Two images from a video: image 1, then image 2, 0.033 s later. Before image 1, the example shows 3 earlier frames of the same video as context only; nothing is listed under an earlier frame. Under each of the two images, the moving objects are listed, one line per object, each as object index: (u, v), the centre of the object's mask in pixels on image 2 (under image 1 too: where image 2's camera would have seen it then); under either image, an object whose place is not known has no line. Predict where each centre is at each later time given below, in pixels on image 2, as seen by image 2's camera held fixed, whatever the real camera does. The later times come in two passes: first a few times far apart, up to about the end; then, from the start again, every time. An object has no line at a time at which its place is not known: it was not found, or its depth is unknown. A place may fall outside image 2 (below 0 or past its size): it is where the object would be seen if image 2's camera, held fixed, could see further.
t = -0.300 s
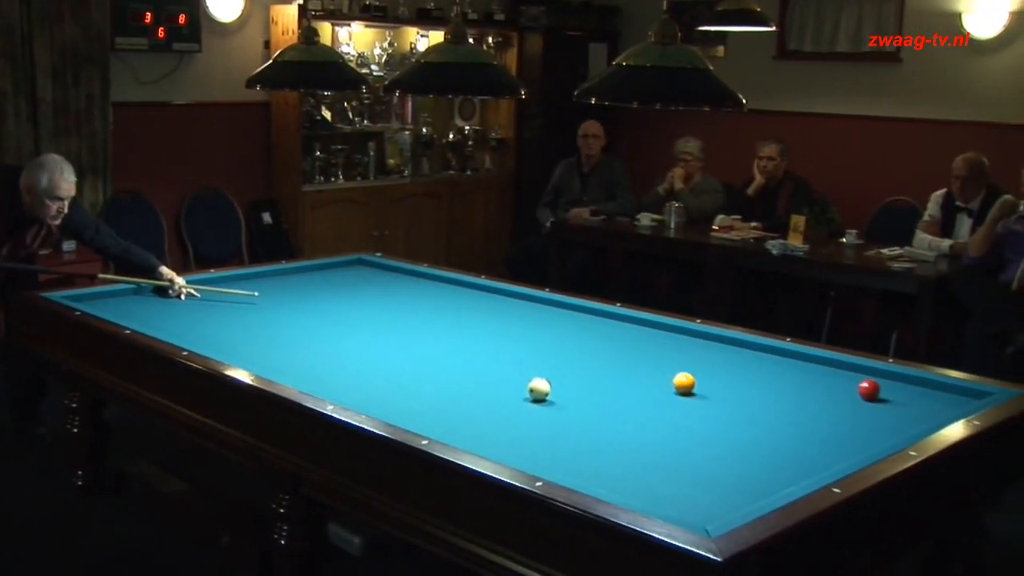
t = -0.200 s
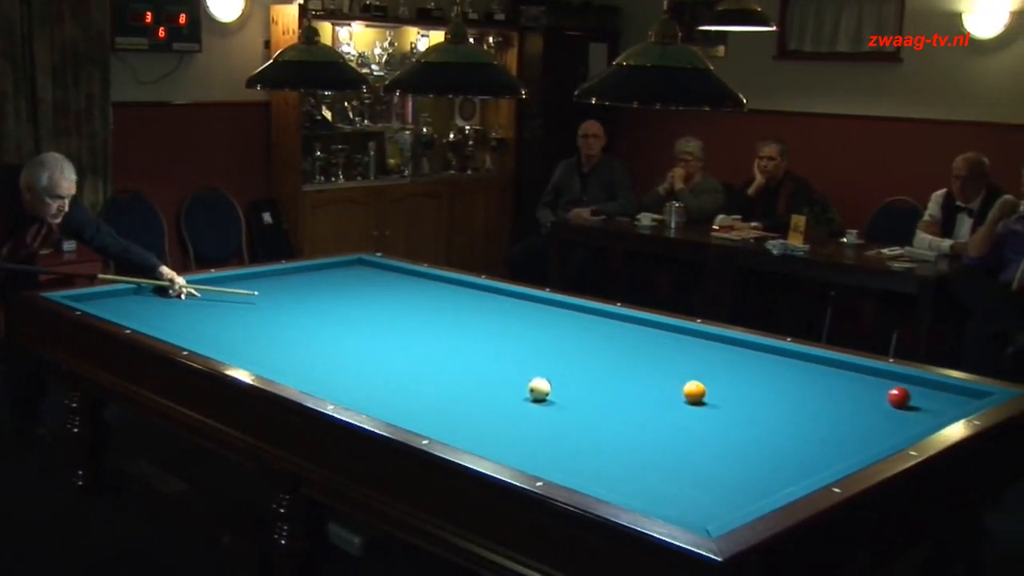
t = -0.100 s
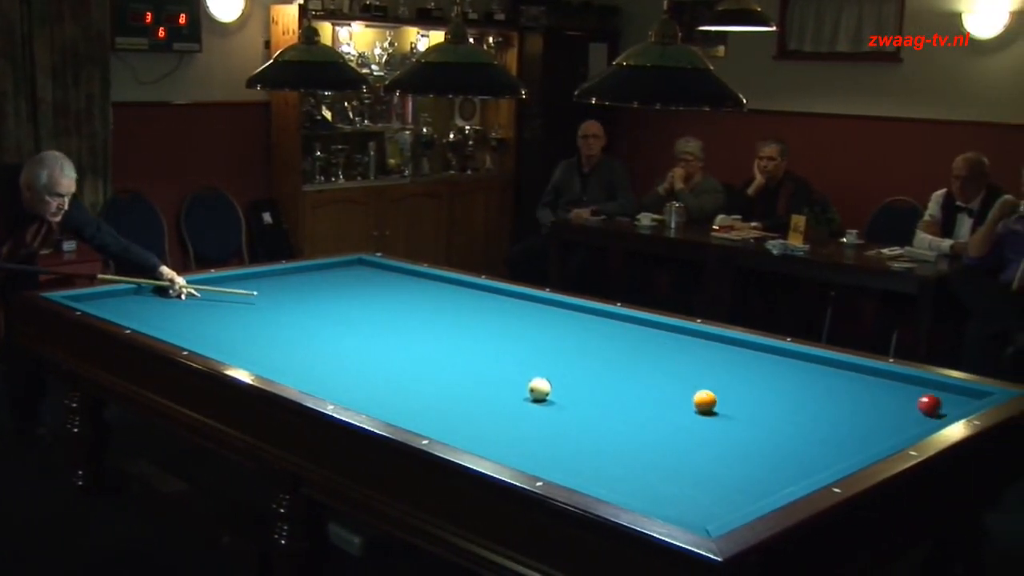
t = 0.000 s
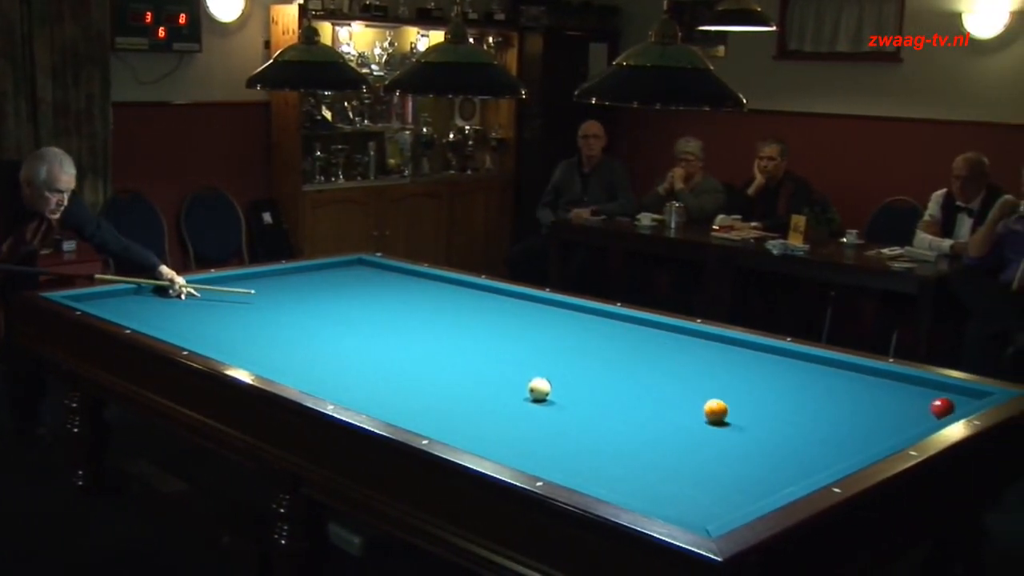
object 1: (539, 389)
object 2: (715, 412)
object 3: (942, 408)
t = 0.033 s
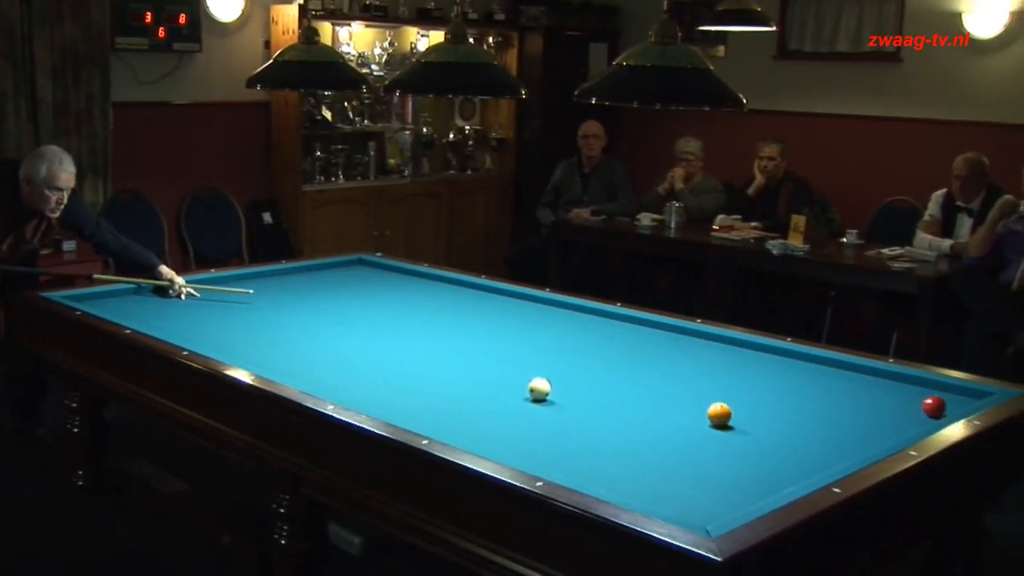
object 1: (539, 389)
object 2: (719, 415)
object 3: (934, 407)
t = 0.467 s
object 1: (539, 389)
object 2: (775, 465)
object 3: (854, 389)
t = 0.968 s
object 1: (540, 389)
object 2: (681, 483)
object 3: (776, 373)
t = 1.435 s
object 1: (539, 389)
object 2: (585, 471)
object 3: (712, 359)
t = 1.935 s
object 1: (539, 389)
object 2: (562, 437)
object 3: (652, 346)
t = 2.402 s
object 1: (539, 388)
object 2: (545, 411)
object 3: (603, 336)
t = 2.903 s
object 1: (543, 382)
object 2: (528, 393)
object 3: (557, 326)
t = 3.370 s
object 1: (546, 373)
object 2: (511, 388)
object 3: (520, 318)
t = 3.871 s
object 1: (550, 364)
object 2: (497, 383)
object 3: (484, 310)
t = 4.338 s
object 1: (553, 356)
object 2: (487, 379)
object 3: (455, 304)
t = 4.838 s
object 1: (556, 349)
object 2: (478, 376)
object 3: (428, 298)
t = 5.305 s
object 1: (559, 344)
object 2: (472, 374)
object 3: (405, 293)
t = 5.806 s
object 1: (562, 339)
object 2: (467, 373)
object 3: (384, 289)
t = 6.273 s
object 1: (564, 336)
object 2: (467, 373)
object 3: (366, 285)
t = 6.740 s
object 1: (566, 333)
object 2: (466, 372)
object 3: (350, 281)
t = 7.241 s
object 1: (568, 331)
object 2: (467, 372)
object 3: (336, 279)
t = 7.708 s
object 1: (569, 330)
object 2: (467, 372)
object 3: (324, 276)
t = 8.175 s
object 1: (570, 329)
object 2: (467, 372)
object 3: (314, 274)
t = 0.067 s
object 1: (539, 389)
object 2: (723, 419)
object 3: (926, 405)
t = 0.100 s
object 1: (539, 389)
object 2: (727, 422)
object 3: (919, 404)
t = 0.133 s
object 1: (539, 389)
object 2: (731, 426)
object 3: (913, 402)
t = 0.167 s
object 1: (539, 389)
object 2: (735, 429)
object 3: (907, 401)
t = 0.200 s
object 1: (539, 389)
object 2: (739, 433)
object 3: (901, 400)
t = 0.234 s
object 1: (539, 389)
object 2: (744, 437)
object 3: (895, 398)
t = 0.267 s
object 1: (539, 389)
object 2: (748, 441)
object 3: (889, 397)
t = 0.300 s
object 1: (539, 389)
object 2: (752, 444)
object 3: (883, 396)
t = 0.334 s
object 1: (539, 389)
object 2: (757, 449)
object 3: (877, 395)
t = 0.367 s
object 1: (539, 389)
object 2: (761, 452)
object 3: (871, 393)
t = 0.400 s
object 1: (539, 389)
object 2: (766, 456)
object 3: (865, 392)
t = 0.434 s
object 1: (539, 389)
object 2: (770, 460)
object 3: (860, 391)
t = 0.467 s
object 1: (539, 389)
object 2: (775, 465)
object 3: (854, 389)
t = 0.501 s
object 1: (539, 389)
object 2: (780, 469)
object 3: (848, 388)
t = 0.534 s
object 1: (539, 389)
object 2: (785, 473)
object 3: (843, 387)
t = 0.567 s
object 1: (539, 389)
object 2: (789, 476)
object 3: (837, 386)
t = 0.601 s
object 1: (539, 389)
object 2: (791, 478)
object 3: (832, 385)
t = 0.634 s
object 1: (539, 389)
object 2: (780, 480)
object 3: (826, 384)
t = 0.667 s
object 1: (539, 389)
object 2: (769, 481)
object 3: (821, 383)
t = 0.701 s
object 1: (539, 389)
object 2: (759, 482)
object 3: (816, 382)
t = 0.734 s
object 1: (539, 389)
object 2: (749, 481)
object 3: (811, 380)
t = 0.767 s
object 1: (539, 389)
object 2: (740, 482)
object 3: (806, 379)
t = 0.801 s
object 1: (539, 389)
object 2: (730, 482)
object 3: (801, 378)
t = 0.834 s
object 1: (539, 389)
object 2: (720, 482)
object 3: (795, 377)
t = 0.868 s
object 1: (539, 389)
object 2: (711, 482)
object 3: (790, 376)
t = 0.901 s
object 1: (540, 389)
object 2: (701, 483)
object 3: (785, 375)
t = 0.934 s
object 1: (540, 389)
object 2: (691, 483)
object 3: (781, 374)
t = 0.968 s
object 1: (540, 389)
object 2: (681, 483)
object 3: (776, 373)
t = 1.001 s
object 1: (539, 389)
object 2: (671, 483)
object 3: (770, 371)
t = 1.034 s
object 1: (539, 389)
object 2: (661, 483)
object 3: (766, 371)
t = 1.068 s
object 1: (539, 389)
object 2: (651, 484)
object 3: (761, 369)
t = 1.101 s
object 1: (539, 389)
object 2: (642, 484)
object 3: (756, 368)
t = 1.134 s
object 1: (539, 389)
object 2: (632, 484)
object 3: (752, 368)
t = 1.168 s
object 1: (539, 389)
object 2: (622, 483)
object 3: (747, 367)
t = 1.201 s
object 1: (539, 389)
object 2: (613, 482)
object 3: (743, 366)
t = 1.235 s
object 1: (539, 389)
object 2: (604, 481)
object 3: (738, 365)
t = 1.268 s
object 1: (539, 389)
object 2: (595, 480)
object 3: (734, 363)
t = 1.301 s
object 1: (539, 389)
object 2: (592, 478)
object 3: (729, 363)
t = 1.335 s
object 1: (539, 389)
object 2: (590, 476)
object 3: (725, 362)
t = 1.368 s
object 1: (539, 389)
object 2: (588, 475)
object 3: (720, 361)
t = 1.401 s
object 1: (539, 389)
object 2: (586, 473)
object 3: (716, 360)
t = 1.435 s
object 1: (539, 389)
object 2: (585, 471)
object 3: (712, 359)
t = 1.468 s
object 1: (539, 388)
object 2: (583, 469)
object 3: (707, 358)
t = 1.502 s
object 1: (539, 389)
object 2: (581, 467)
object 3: (703, 357)
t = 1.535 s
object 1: (539, 389)
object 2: (580, 465)
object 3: (699, 356)
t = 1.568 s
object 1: (539, 389)
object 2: (578, 462)
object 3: (695, 355)
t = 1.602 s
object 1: (539, 389)
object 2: (577, 460)
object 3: (691, 354)
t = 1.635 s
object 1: (539, 389)
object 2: (575, 457)
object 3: (686, 354)
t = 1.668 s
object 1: (539, 388)
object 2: (574, 455)
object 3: (683, 353)
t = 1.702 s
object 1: (539, 389)
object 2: (572, 452)
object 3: (679, 352)
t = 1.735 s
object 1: (539, 388)
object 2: (571, 450)
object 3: (675, 351)
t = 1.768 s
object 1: (539, 388)
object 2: (569, 448)
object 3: (671, 350)
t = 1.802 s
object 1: (539, 389)
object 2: (568, 446)
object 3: (667, 349)
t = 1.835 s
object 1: (539, 388)
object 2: (566, 444)
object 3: (663, 349)
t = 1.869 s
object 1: (539, 389)
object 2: (565, 442)
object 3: (660, 348)
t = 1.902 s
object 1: (539, 388)
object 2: (564, 439)
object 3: (656, 347)
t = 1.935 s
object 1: (539, 389)
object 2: (562, 437)
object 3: (652, 346)
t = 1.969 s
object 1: (539, 389)
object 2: (561, 435)
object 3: (648, 345)
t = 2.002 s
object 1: (539, 388)
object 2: (560, 433)
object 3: (644, 345)
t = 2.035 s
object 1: (539, 389)
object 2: (558, 432)
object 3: (641, 344)
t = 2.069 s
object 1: (539, 389)
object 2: (557, 430)
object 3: (637, 343)
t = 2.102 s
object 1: (539, 389)
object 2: (556, 427)
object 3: (634, 343)
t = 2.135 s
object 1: (539, 388)
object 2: (555, 426)
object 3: (630, 342)
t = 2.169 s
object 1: (539, 389)
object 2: (553, 424)
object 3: (627, 341)
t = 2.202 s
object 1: (540, 388)
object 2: (552, 422)
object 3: (623, 340)
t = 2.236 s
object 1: (540, 388)
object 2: (551, 420)
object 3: (620, 339)
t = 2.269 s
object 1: (540, 388)
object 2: (550, 418)
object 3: (617, 339)
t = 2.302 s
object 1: (540, 388)
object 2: (549, 416)
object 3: (613, 338)
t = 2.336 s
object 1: (539, 388)
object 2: (548, 415)
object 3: (610, 337)
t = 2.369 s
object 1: (539, 388)
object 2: (546, 413)
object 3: (606, 336)
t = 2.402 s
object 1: (539, 388)
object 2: (545, 411)
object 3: (603, 336)
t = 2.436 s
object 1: (539, 387)
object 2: (544, 409)
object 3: (600, 335)
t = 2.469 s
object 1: (539, 387)
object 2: (543, 408)
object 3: (597, 334)
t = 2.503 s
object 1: (539, 386)
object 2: (542, 406)
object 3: (594, 334)
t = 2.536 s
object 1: (539, 386)
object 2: (541, 404)
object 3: (590, 333)
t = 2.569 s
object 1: (539, 385)
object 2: (540, 403)
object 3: (587, 332)
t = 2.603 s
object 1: (540, 384)
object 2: (539, 401)
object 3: (584, 332)
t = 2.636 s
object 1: (540, 384)
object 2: (538, 400)
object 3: (581, 331)
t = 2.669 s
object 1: (541, 384)
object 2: (537, 398)
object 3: (578, 330)
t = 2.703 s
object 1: (541, 384)
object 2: (536, 396)
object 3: (575, 330)
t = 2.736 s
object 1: (543, 384)
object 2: (535, 396)
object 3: (572, 329)
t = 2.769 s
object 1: (543, 383)
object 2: (533, 396)
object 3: (569, 329)
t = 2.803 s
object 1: (543, 383)
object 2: (532, 395)
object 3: (566, 328)
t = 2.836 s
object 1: (543, 383)
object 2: (531, 394)
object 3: (563, 327)
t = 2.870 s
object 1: (543, 383)
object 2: (529, 394)
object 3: (560, 327)
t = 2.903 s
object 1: (543, 382)
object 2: (528, 393)
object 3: (557, 326)
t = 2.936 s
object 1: (543, 382)
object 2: (527, 393)
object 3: (554, 325)
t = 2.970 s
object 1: (543, 381)
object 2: (526, 392)
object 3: (552, 325)
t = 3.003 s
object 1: (543, 381)
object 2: (524, 392)
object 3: (549, 324)
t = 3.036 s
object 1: (543, 380)
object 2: (523, 391)
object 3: (546, 323)
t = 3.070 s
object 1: (543, 380)
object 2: (522, 391)
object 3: (543, 323)
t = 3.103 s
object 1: (543, 379)
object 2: (520, 391)
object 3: (541, 322)
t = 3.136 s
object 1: (544, 378)
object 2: (519, 391)
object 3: (538, 322)
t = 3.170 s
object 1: (544, 377)
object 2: (518, 390)
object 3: (535, 321)
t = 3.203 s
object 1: (544, 376)
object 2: (517, 390)
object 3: (532, 321)
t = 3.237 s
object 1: (545, 376)
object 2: (516, 389)
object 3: (530, 320)
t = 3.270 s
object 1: (545, 375)
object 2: (514, 389)
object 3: (527, 320)
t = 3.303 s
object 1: (545, 374)
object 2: (513, 388)
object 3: (525, 319)
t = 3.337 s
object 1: (546, 374)
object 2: (512, 388)
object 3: (522, 318)
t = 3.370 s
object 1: (546, 373)
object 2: (511, 388)
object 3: (520, 318)
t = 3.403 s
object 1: (546, 372)
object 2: (510, 388)
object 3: (517, 317)
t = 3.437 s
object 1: (547, 372)
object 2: (509, 387)
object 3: (515, 317)
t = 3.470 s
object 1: (547, 371)
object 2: (508, 387)
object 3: (512, 316)
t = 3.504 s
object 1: (547, 370)
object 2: (507, 386)
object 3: (510, 316)
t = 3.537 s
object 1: (547, 370)
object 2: (506, 386)
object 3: (507, 315)
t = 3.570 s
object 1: (548, 369)
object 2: (505, 386)
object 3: (505, 315)
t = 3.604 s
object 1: (548, 368)
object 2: (504, 385)
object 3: (503, 314)
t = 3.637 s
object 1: (548, 368)
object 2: (503, 385)
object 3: (500, 314)
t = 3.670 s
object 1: (549, 367)
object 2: (502, 385)
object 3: (498, 313)
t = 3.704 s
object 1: (549, 366)
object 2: (501, 384)
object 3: (495, 313)
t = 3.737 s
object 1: (549, 366)
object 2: (500, 384)
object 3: (493, 312)
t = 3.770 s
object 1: (549, 365)
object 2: (500, 384)
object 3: (491, 312)
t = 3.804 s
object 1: (549, 365)
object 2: (499, 383)
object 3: (488, 311)
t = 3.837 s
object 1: (549, 364)
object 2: (498, 383)
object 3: (486, 311)
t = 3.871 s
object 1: (550, 364)
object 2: (497, 383)
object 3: (484, 310)
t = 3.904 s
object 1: (550, 363)
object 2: (496, 382)
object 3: (482, 310)
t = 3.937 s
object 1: (550, 362)
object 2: (495, 382)
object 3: (480, 309)
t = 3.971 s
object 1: (551, 362)
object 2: (494, 382)
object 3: (478, 309)
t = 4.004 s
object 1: (551, 361)
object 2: (494, 381)
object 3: (476, 308)
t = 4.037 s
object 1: (551, 361)
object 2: (493, 381)
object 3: (474, 308)
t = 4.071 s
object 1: (551, 360)
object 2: (492, 381)
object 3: (471, 307)
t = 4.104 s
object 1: (552, 360)
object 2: (491, 381)
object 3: (469, 307)
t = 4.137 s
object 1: (552, 359)
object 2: (490, 380)
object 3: (467, 307)
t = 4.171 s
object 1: (552, 358)
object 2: (490, 380)
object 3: (465, 306)
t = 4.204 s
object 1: (552, 358)
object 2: (489, 380)
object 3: (463, 306)
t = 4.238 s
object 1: (553, 357)
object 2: (488, 380)
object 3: (461, 305)
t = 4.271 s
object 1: (553, 357)
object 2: (488, 379)
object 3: (459, 305)
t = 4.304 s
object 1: (553, 356)
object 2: (487, 379)
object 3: (457, 305)
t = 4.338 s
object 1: (553, 356)
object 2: (487, 379)
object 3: (455, 304)
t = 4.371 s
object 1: (553, 355)
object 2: (486, 379)
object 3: (454, 304)
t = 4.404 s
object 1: (554, 355)
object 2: (485, 378)
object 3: (451, 303)
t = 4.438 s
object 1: (554, 354)
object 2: (485, 378)
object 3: (449, 303)
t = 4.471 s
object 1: (554, 354)
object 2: (484, 378)
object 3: (448, 302)
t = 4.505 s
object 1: (554, 353)
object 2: (483, 378)
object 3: (446, 302)
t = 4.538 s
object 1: (555, 353)
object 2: (483, 378)
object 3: (444, 302)
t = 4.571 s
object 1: (555, 352)
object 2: (482, 377)
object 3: (442, 301)
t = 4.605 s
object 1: (555, 352)
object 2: (482, 377)
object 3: (440, 301)
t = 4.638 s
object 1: (555, 352)
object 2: (481, 377)
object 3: (438, 300)
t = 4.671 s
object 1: (555, 351)
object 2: (480, 377)
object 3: (437, 300)
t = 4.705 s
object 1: (556, 351)
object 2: (480, 376)
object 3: (435, 299)
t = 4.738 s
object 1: (556, 350)
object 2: (479, 376)
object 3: (433, 299)
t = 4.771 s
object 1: (556, 350)
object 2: (479, 376)
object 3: (431, 299)
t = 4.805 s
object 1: (556, 349)
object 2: (478, 376)
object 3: (430, 298)
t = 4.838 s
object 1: (556, 349)
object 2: (478, 376)
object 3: (428, 298)
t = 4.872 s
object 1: (556, 349)
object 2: (477, 375)
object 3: (426, 298)
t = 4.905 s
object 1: (557, 348)
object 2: (477, 375)
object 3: (425, 297)
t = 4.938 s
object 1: (557, 348)
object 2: (476, 375)
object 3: (423, 297)
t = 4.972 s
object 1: (557, 347)
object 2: (476, 375)
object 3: (421, 297)
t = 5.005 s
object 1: (557, 347)
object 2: (476, 375)
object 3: (419, 296)
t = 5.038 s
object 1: (558, 347)
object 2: (475, 375)
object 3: (418, 296)
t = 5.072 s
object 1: (558, 346)
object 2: (475, 375)
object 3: (416, 295)
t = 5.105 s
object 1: (558, 346)
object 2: (474, 375)
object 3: (414, 295)
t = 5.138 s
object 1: (558, 345)
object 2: (474, 374)
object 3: (413, 295)
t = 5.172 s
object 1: (558, 345)
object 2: (473, 374)
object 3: (411, 294)
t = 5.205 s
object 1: (558, 345)
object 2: (473, 374)
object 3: (410, 294)
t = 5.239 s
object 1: (559, 344)
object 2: (472, 374)
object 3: (408, 293)
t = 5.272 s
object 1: (559, 344)
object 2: (472, 374)
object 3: (407, 293)
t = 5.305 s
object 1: (559, 344)
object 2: (472, 374)
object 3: (405, 293)
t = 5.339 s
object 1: (559, 343)
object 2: (472, 374)
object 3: (404, 292)
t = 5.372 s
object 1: (559, 343)
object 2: (471, 374)
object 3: (402, 292)
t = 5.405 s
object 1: (560, 343)
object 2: (471, 374)
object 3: (400, 292)
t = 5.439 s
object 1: (560, 342)
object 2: (470, 373)
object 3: (399, 292)
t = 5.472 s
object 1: (560, 342)
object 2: (470, 373)
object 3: (397, 291)
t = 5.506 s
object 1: (560, 342)
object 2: (470, 373)
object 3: (396, 291)
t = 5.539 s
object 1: (560, 341)
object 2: (469, 373)
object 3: (394, 291)
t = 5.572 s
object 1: (561, 341)
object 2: (469, 373)
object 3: (393, 291)
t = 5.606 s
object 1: (561, 341)
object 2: (469, 373)
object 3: (391, 290)
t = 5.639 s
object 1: (561, 340)
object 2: (469, 373)
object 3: (390, 290)
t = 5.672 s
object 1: (561, 340)
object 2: (468, 373)
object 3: (389, 290)
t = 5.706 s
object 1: (561, 340)
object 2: (468, 373)
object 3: (387, 289)
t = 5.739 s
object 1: (562, 340)
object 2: (468, 373)
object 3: (386, 289)
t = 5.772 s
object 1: (562, 339)
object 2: (468, 373)
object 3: (384, 289)
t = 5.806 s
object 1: (562, 339)
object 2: (467, 373)
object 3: (384, 289)
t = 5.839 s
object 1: (562, 339)
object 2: (467, 373)
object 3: (382, 288)
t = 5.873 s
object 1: (562, 338)
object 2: (467, 373)
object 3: (380, 288)
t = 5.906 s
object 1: (562, 338)
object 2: (467, 373)
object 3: (379, 288)
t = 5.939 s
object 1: (563, 338)
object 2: (467, 373)
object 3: (378, 288)
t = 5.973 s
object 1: (563, 338)
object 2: (467, 373)
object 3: (377, 287)
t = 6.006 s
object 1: (563, 337)
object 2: (467, 373)
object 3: (376, 287)
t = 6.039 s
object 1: (563, 337)
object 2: (467, 373)
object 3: (374, 287)
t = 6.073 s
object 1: (563, 337)
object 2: (467, 373)
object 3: (373, 287)
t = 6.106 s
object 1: (563, 337)
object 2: (467, 373)
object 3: (371, 286)
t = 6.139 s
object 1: (564, 336)
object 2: (467, 373)
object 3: (371, 286)
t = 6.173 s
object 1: (564, 336)
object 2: (467, 373)
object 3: (369, 286)
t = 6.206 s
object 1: (564, 336)
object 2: (467, 372)
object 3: (368, 285)
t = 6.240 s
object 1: (564, 336)
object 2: (467, 372)
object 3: (367, 285)
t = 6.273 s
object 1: (564, 336)
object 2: (467, 373)
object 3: (366, 285)
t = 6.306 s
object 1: (564, 335)
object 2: (467, 372)
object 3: (365, 285)
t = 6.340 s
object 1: (564, 335)
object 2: (467, 372)
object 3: (363, 284)
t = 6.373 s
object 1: (564, 335)
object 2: (466, 372)
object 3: (362, 284)
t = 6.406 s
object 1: (564, 335)
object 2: (467, 372)
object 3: (361, 284)
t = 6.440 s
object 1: (564, 334)
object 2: (466, 372)
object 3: (360, 283)
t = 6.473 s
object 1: (565, 334)
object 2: (466, 372)
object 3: (359, 283)
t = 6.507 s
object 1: (565, 334)
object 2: (466, 372)
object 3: (357, 283)
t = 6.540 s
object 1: (565, 334)
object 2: (466, 372)
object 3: (356, 283)
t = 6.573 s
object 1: (565, 334)
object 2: (466, 372)
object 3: (355, 282)
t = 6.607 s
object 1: (565, 334)
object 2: (466, 372)
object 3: (354, 282)
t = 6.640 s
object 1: (566, 333)
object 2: (466, 372)
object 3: (353, 282)
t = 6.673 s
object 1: (566, 333)
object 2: (466, 372)
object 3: (352, 282)
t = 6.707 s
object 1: (566, 333)
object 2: (466, 372)
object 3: (351, 281)
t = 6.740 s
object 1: (566, 333)
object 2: (466, 372)
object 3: (350, 281)
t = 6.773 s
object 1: (566, 333)
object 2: (466, 372)
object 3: (349, 281)
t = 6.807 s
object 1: (566, 333)
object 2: (467, 372)
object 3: (348, 281)
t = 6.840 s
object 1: (566, 332)
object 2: (466, 372)
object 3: (347, 281)
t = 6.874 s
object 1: (566, 332)
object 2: (467, 372)
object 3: (346, 281)
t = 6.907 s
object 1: (567, 332)
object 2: (467, 372)
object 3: (345, 281)
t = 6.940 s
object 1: (567, 332)
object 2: (467, 372)
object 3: (344, 280)
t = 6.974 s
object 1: (567, 332)
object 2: (467, 372)
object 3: (343, 280)
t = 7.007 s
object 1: (567, 332)
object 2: (467, 372)
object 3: (342, 280)
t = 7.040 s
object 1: (567, 332)
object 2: (467, 372)
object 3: (341, 280)
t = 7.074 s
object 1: (567, 331)
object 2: (467, 372)
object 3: (340, 279)
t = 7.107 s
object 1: (567, 331)
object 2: (467, 372)
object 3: (339, 279)
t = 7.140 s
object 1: (567, 331)
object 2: (467, 372)
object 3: (338, 279)
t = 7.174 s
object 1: (568, 331)
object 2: (467, 372)
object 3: (337, 279)
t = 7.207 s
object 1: (568, 331)
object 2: (467, 372)
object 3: (337, 279)
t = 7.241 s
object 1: (568, 331)
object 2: (467, 372)
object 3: (336, 279)
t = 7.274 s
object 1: (568, 331)
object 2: (467, 372)
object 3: (335, 278)
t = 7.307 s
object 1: (568, 331)
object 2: (467, 372)
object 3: (333, 278)
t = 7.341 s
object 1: (568, 330)
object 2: (467, 372)
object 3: (333, 278)
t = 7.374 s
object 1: (568, 331)
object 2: (467, 372)
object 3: (332, 278)
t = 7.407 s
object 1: (568, 330)
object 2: (467, 372)
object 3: (331, 278)
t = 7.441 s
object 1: (568, 330)
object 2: (467, 372)
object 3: (330, 278)
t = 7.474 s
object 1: (569, 330)
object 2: (467, 372)
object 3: (329, 277)
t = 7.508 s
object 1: (569, 330)
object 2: (467, 372)
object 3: (329, 277)
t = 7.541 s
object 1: (569, 330)
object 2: (467, 372)
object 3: (328, 277)
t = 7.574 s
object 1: (569, 330)
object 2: (467, 372)
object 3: (327, 277)
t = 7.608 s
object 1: (569, 330)
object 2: (467, 372)
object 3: (326, 277)
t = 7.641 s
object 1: (569, 330)
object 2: (467, 372)
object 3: (326, 277)
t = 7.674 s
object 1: (569, 330)
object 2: (467, 372)
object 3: (324, 276)
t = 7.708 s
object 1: (569, 330)
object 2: (467, 372)
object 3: (324, 276)
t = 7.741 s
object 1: (569, 330)
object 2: (467, 372)
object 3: (323, 276)
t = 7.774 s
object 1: (569, 330)
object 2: (467, 372)
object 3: (322, 276)
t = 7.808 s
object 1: (569, 330)
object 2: (467, 372)
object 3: (322, 276)
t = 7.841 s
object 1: (569, 330)
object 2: (467, 372)
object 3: (321, 275)
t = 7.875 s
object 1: (569, 330)
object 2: (467, 372)
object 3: (320, 275)
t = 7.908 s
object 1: (570, 330)
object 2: (467, 372)
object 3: (320, 275)
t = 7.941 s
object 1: (570, 330)
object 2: (467, 372)
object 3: (319, 275)
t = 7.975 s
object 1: (570, 330)
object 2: (467, 372)
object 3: (318, 275)
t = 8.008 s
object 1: (570, 329)
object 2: (467, 372)
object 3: (317, 275)
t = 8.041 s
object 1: (570, 329)
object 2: (467, 372)
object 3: (317, 274)
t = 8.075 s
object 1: (570, 329)
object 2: (467, 372)
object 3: (316, 274)
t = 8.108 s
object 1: (570, 329)
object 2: (467, 372)
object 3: (315, 274)
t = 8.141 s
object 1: (570, 329)
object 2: (467, 372)
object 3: (314, 274)
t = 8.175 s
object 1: (570, 329)
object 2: (467, 372)
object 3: (314, 274)
